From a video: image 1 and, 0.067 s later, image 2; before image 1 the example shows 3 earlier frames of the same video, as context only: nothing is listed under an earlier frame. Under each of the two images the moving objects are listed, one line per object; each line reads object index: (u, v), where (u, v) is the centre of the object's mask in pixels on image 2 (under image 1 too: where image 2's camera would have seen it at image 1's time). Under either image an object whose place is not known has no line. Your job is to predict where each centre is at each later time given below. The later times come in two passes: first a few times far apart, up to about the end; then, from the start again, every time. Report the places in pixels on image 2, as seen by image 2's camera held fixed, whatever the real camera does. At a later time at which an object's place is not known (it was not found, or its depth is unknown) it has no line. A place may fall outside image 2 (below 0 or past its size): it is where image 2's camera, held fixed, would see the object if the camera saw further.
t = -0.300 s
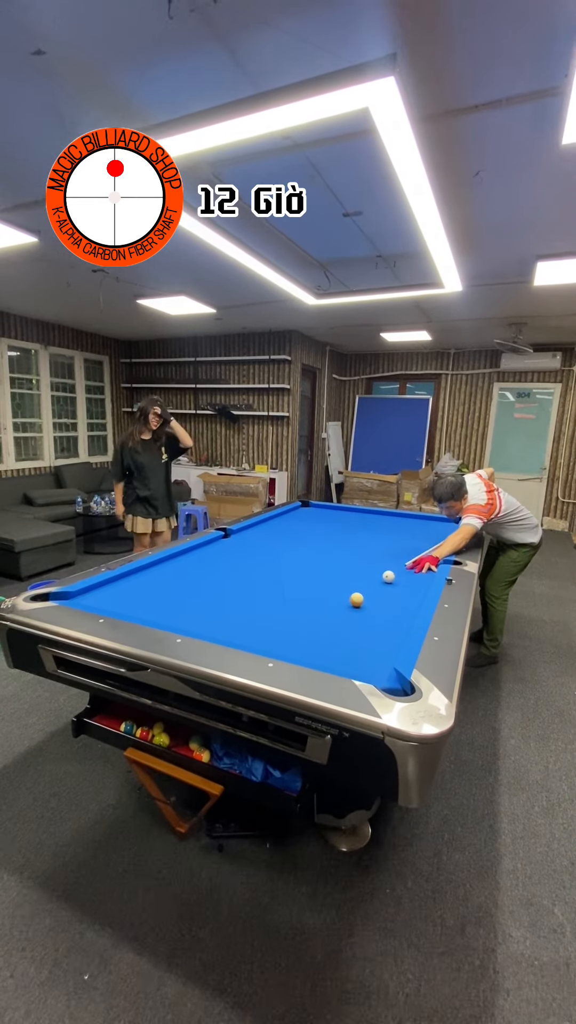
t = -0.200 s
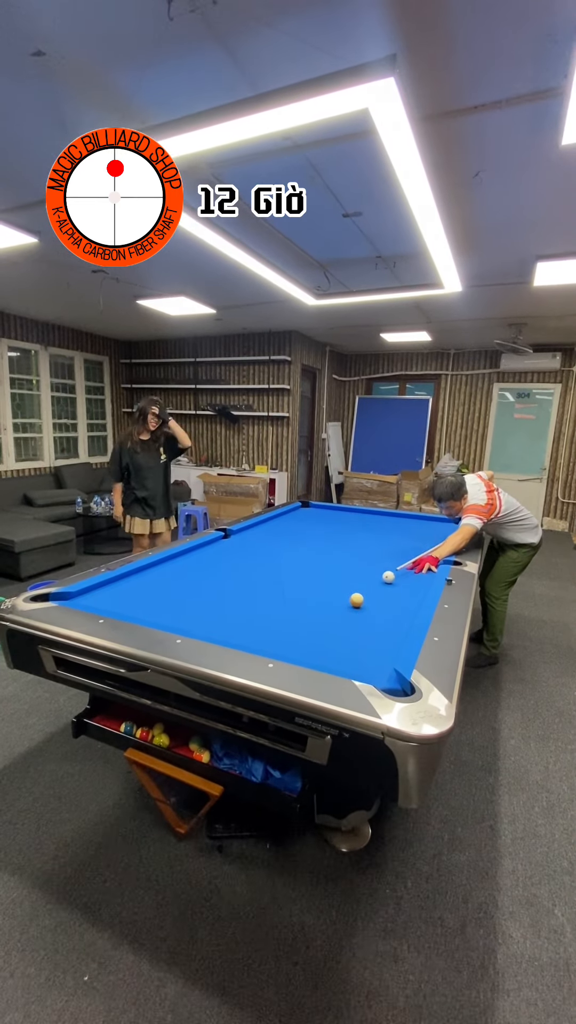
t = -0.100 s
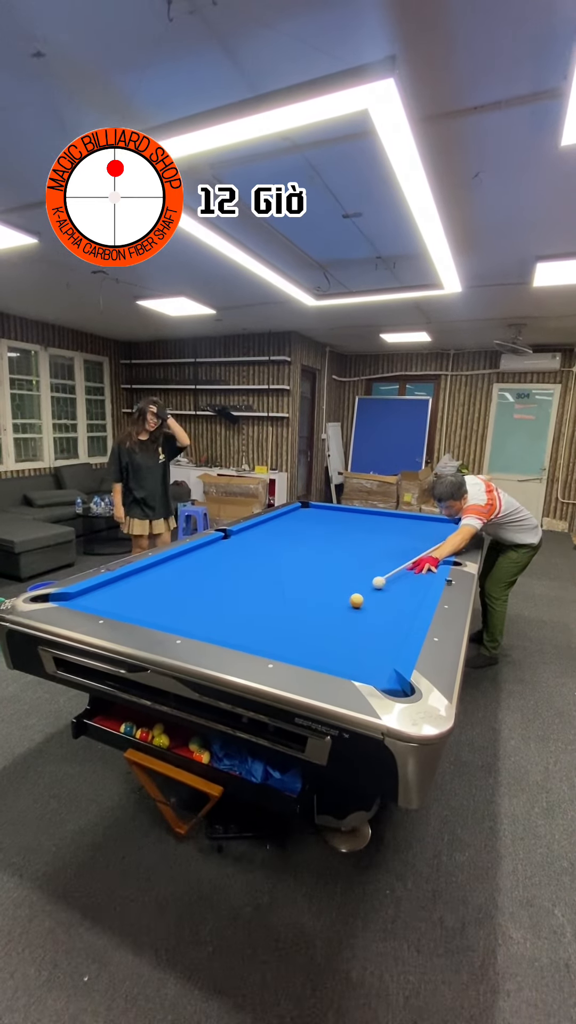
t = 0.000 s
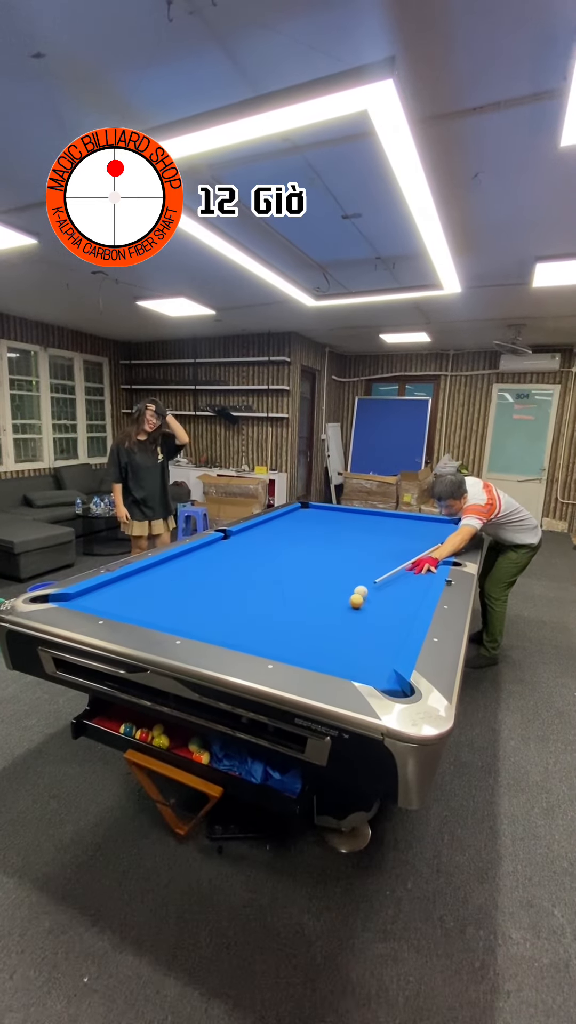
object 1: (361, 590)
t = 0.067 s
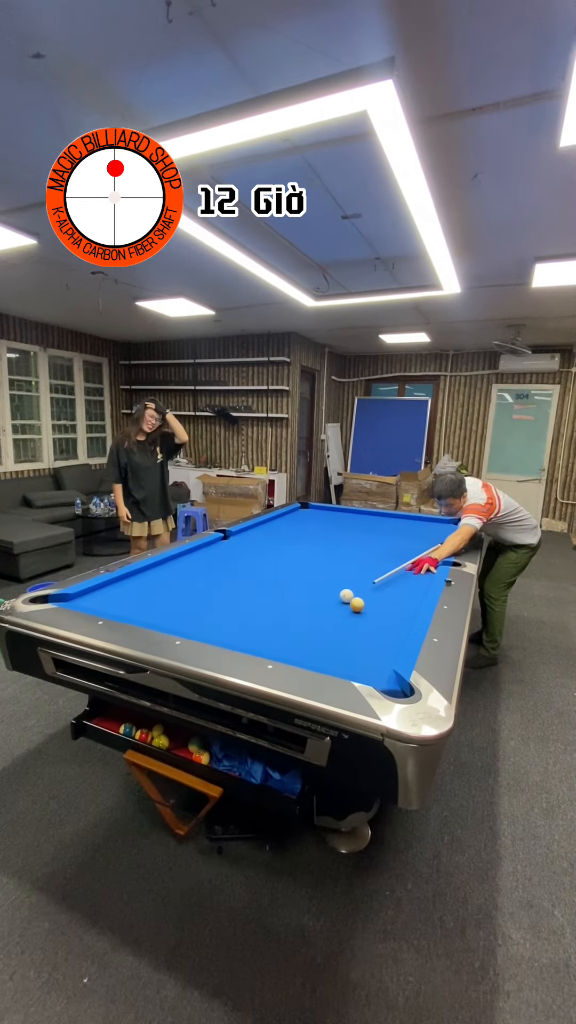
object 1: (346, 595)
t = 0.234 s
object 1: (309, 598)
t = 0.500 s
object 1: (247, 603)
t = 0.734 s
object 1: (189, 609)
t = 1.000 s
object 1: (123, 611)
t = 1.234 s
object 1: (112, 601)
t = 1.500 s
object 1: (101, 589)
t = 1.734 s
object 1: (124, 585)
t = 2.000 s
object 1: (151, 581)
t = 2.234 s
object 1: (172, 579)
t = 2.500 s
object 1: (194, 576)
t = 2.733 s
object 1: (212, 574)
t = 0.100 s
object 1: (339, 595)
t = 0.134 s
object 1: (331, 596)
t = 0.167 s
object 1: (324, 596)
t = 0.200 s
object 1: (317, 597)
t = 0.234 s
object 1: (309, 598)
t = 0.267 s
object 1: (301, 598)
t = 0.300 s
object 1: (293, 599)
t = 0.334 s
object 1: (286, 600)
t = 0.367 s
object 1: (278, 601)
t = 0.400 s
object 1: (270, 601)
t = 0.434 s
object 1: (262, 602)
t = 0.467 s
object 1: (254, 603)
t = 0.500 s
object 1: (247, 603)
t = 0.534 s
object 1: (238, 604)
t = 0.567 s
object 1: (230, 605)
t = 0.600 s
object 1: (222, 606)
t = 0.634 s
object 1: (214, 607)
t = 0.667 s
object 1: (205, 607)
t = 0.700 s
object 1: (197, 608)
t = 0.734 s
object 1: (189, 609)
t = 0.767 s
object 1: (180, 610)
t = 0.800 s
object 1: (171, 610)
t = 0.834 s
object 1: (163, 611)
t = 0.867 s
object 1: (154, 612)
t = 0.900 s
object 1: (146, 612)
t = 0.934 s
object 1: (137, 612)
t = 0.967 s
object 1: (128, 612)
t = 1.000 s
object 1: (123, 611)
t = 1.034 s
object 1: (122, 610)
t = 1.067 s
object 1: (120, 609)
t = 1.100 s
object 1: (118, 607)
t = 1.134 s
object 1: (117, 606)
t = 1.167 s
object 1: (115, 604)
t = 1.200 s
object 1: (113, 603)
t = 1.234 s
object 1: (112, 601)
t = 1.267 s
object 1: (110, 600)
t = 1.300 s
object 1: (109, 598)
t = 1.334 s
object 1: (108, 596)
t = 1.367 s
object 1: (106, 595)
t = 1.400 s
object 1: (105, 593)
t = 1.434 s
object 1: (103, 592)
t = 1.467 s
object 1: (102, 590)
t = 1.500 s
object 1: (101, 589)
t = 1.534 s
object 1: (101, 588)
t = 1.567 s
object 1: (105, 587)
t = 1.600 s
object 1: (109, 587)
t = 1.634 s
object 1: (112, 586)
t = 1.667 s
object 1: (116, 586)
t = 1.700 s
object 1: (120, 585)
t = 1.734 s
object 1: (124, 585)
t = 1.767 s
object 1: (127, 584)
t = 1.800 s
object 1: (131, 584)
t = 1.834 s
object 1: (134, 583)
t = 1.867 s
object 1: (138, 583)
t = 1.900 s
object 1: (141, 582)
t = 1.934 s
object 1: (144, 582)
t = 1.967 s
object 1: (147, 582)
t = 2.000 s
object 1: (151, 581)
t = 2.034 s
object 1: (154, 581)
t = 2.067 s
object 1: (157, 581)
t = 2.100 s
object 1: (160, 580)
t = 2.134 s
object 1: (163, 580)
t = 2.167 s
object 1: (166, 580)
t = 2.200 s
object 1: (169, 579)
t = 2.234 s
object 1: (172, 579)
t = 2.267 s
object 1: (175, 579)
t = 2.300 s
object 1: (178, 578)
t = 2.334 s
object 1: (181, 578)
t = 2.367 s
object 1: (184, 578)
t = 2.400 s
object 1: (185, 577)
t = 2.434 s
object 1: (188, 577)
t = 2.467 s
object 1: (192, 576)
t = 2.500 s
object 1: (194, 576)
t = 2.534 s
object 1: (197, 576)
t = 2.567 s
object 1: (201, 576)
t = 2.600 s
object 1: (202, 575)
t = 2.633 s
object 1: (205, 575)
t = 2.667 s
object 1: (209, 574)
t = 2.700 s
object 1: (210, 574)
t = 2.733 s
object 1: (212, 574)
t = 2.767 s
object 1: (216, 573)
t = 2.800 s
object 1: (217, 573)
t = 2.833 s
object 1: (219, 573)
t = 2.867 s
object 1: (221, 573)
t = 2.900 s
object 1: (222, 574)
